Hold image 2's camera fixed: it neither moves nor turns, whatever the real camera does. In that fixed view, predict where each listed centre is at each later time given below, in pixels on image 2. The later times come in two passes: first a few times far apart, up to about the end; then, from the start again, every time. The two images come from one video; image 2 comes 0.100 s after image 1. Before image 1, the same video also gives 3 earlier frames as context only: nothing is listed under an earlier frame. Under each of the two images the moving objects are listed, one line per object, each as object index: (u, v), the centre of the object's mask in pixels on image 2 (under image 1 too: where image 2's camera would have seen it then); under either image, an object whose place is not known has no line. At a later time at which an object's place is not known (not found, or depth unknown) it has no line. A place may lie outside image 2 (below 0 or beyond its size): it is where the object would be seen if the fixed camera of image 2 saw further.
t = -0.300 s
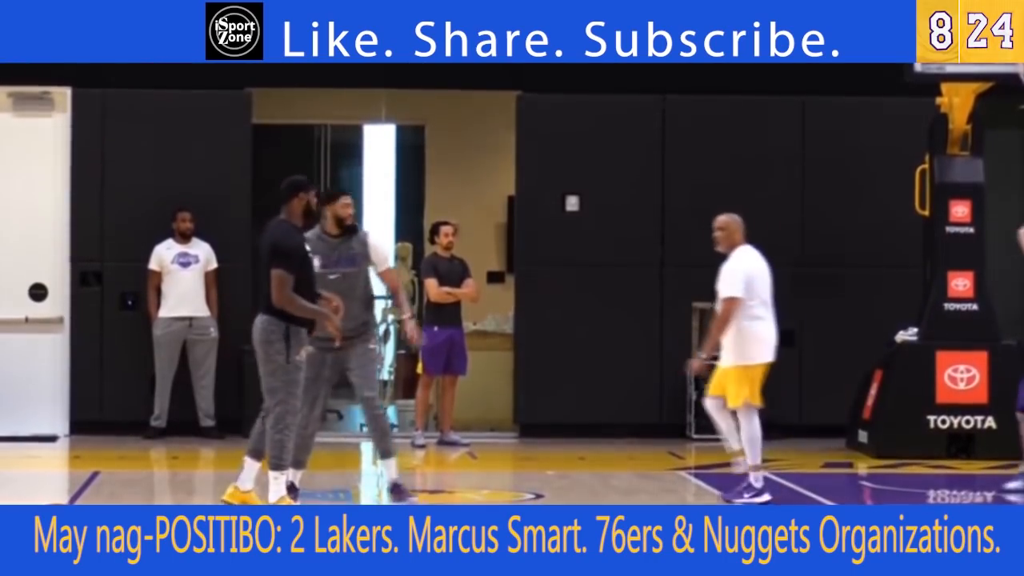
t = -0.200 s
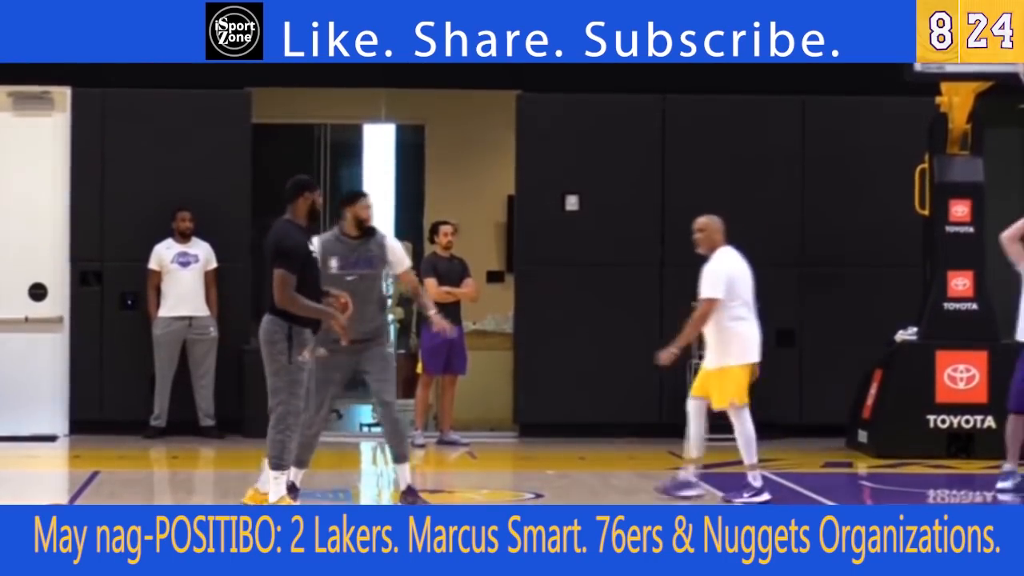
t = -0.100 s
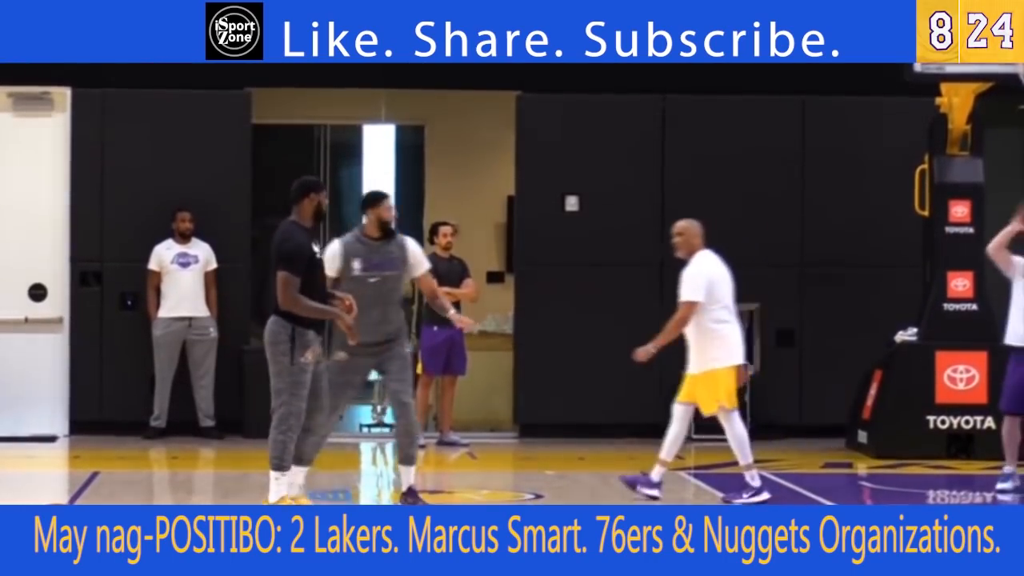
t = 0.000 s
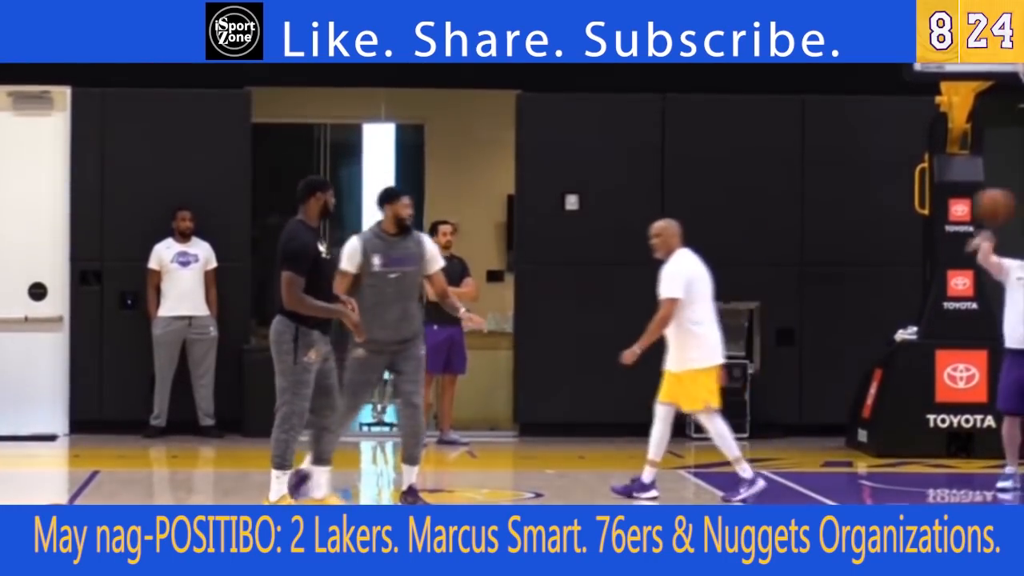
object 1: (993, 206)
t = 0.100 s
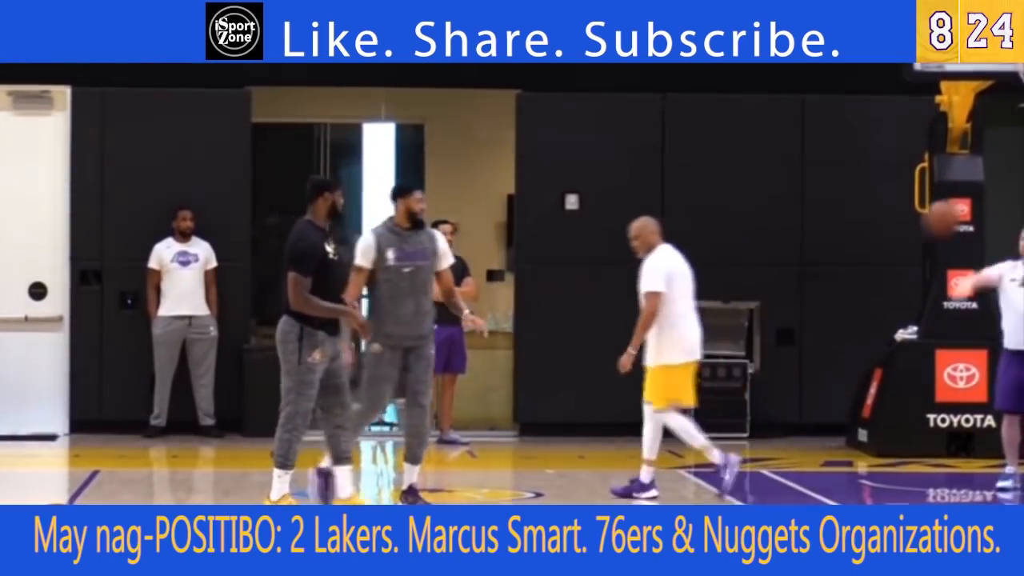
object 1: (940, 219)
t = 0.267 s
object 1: (853, 276)
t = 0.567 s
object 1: (683, 490)
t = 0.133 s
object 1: (924, 227)
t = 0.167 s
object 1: (908, 236)
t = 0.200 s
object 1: (890, 247)
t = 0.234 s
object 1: (872, 261)
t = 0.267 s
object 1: (853, 276)
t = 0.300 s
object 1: (835, 292)
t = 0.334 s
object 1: (817, 311)
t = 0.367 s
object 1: (798, 330)
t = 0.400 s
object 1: (781, 353)
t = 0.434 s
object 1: (761, 377)
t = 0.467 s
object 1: (742, 403)
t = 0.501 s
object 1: (724, 427)
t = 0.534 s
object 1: (704, 461)
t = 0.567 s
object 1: (683, 490)
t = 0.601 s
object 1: (672, 488)
